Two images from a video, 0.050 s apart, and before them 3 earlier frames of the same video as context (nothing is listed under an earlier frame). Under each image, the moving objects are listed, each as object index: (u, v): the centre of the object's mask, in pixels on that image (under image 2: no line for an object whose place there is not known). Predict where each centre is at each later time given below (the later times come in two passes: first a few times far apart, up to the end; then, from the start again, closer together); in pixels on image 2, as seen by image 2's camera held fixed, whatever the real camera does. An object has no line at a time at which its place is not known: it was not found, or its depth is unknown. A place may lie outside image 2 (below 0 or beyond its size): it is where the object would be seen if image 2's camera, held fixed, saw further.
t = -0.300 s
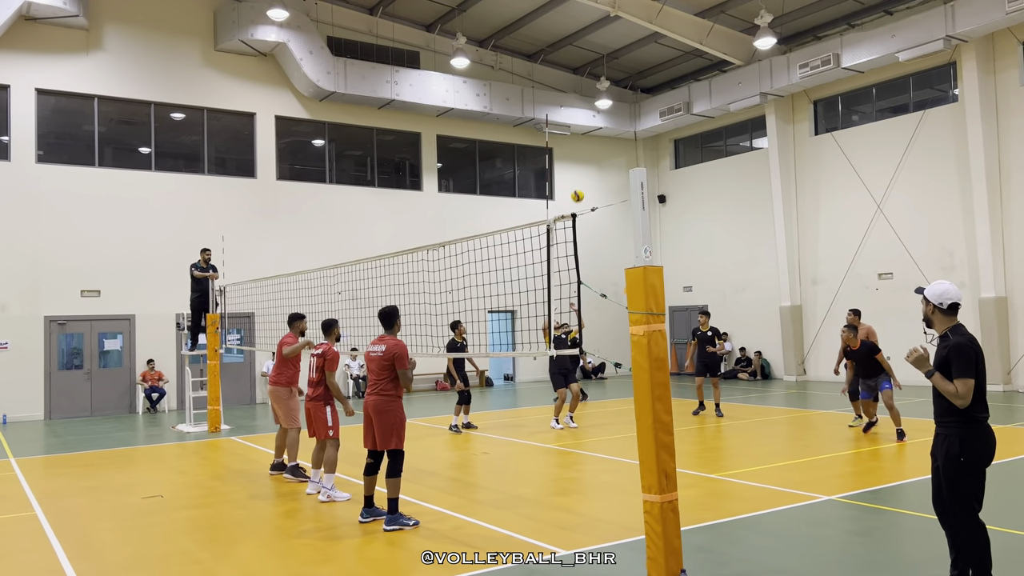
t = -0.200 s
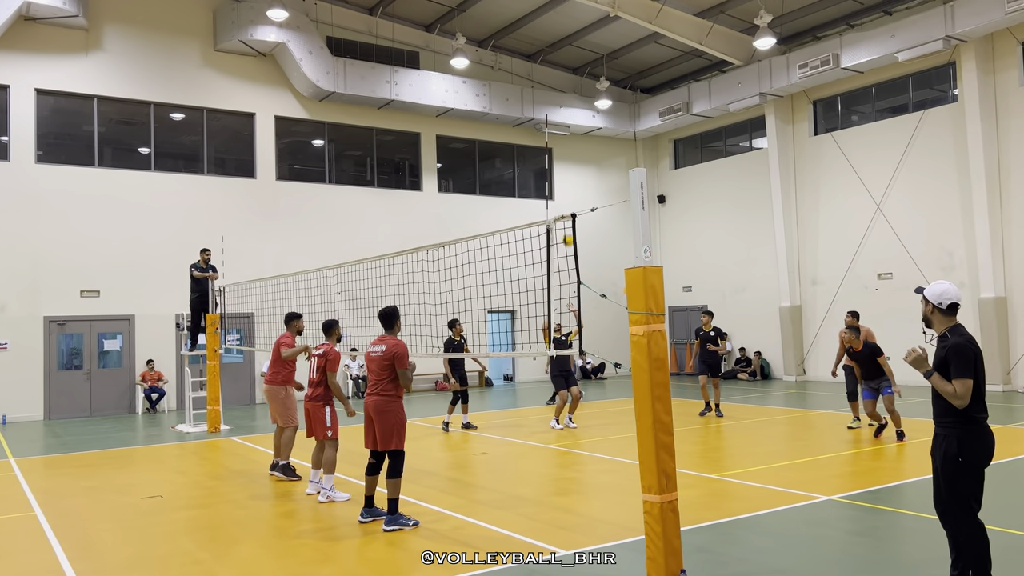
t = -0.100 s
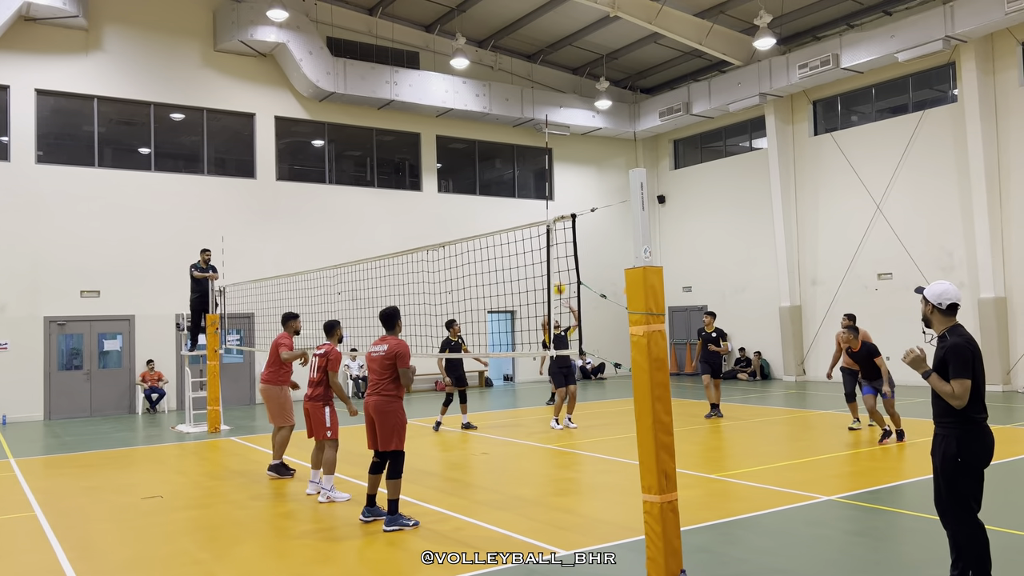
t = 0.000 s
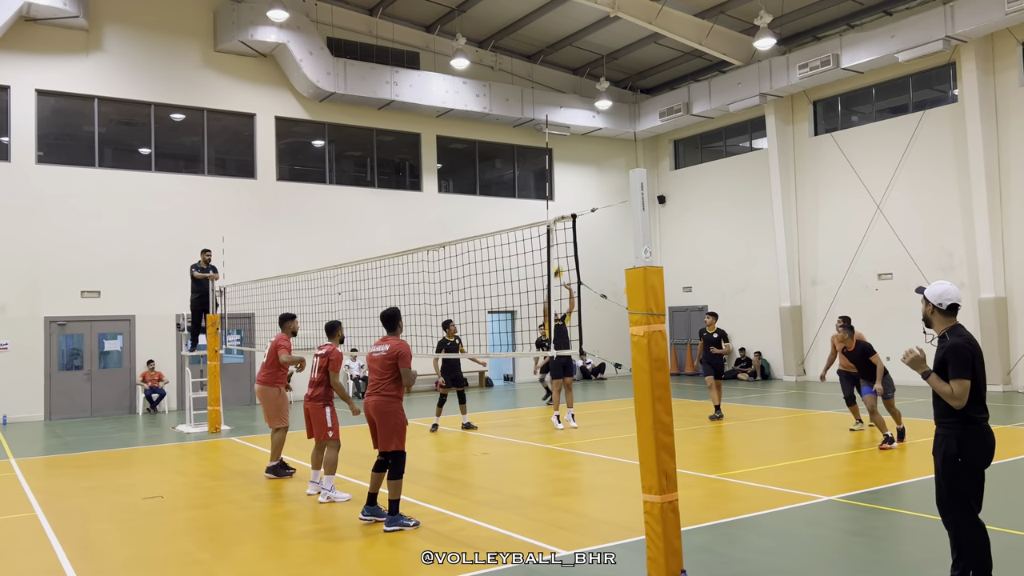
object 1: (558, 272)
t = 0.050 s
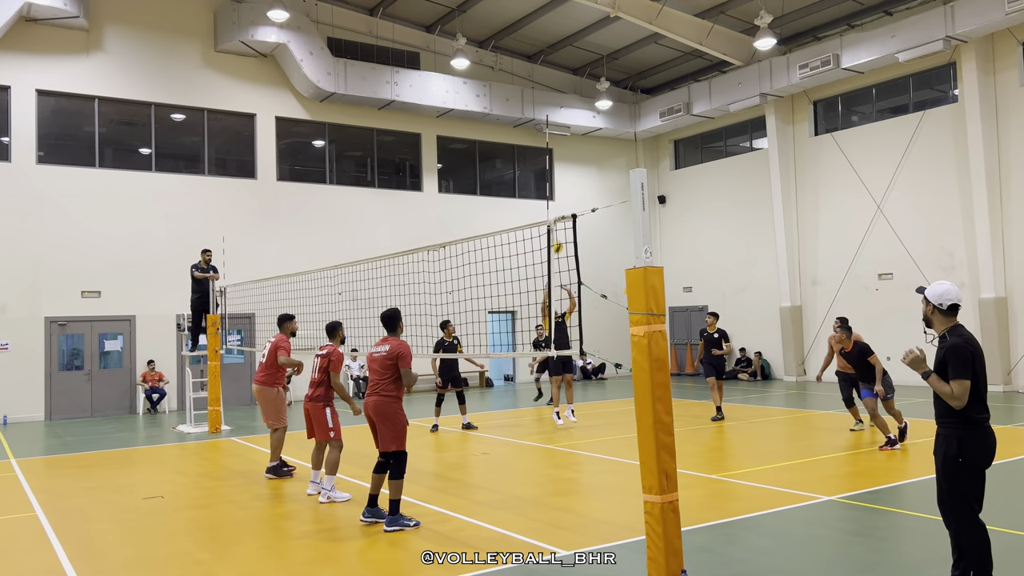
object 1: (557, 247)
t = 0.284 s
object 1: (556, 144)
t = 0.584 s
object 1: (557, 55)
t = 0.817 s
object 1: (559, 24)
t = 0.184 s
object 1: (555, 186)
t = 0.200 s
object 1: (555, 178)
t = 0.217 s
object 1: (556, 171)
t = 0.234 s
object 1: (555, 164)
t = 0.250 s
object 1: (556, 157)
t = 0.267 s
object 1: (556, 151)
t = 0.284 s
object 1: (556, 144)
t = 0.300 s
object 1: (555, 139)
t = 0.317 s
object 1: (556, 132)
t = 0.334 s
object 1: (556, 127)
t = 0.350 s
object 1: (555, 121)
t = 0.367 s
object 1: (556, 114)
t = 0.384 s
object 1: (555, 108)
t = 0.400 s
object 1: (555, 103)
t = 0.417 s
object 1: (555, 98)
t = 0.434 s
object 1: (555, 93)
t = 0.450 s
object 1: (555, 88)
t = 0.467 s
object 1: (555, 83)
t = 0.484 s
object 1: (555, 79)
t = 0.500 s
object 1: (555, 74)
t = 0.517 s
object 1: (556, 70)
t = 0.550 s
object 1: (556, 62)
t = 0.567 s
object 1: (556, 58)
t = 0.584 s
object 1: (557, 55)
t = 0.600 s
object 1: (557, 51)
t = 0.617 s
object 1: (557, 48)
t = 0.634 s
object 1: (557, 45)
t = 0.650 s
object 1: (557, 42)
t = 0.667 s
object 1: (557, 40)
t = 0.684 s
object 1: (557, 37)
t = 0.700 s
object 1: (557, 35)
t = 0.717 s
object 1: (558, 33)
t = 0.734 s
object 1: (558, 31)
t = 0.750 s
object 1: (558, 29)
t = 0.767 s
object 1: (558, 28)
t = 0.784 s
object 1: (559, 26)
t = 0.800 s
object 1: (559, 25)
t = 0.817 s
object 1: (559, 24)
